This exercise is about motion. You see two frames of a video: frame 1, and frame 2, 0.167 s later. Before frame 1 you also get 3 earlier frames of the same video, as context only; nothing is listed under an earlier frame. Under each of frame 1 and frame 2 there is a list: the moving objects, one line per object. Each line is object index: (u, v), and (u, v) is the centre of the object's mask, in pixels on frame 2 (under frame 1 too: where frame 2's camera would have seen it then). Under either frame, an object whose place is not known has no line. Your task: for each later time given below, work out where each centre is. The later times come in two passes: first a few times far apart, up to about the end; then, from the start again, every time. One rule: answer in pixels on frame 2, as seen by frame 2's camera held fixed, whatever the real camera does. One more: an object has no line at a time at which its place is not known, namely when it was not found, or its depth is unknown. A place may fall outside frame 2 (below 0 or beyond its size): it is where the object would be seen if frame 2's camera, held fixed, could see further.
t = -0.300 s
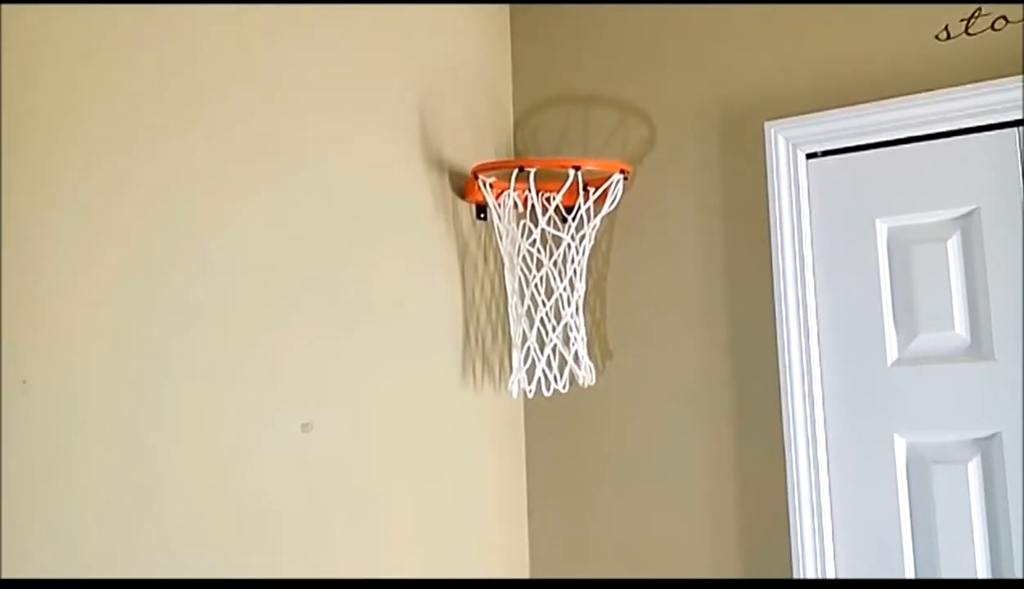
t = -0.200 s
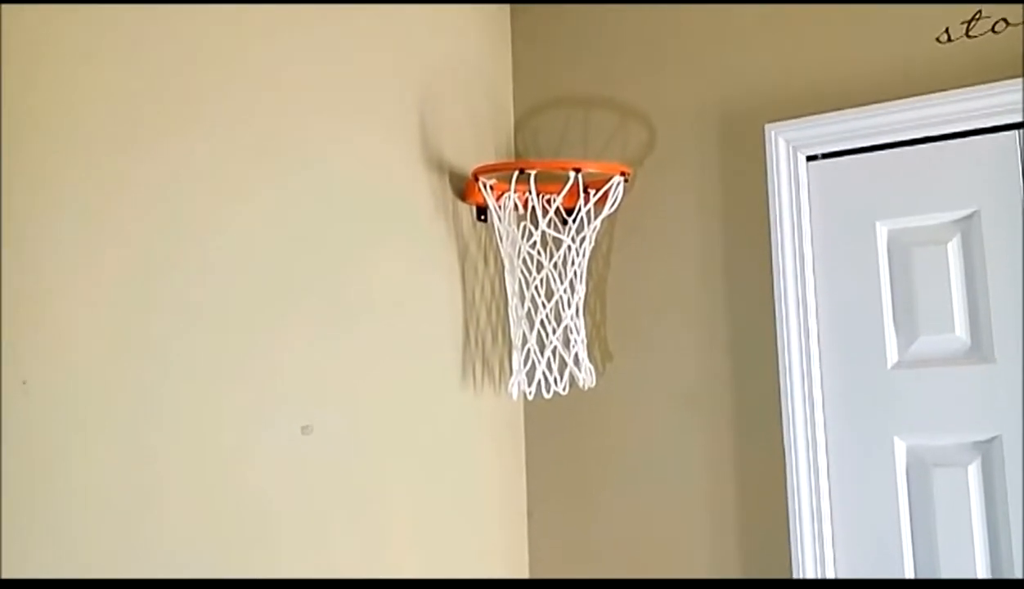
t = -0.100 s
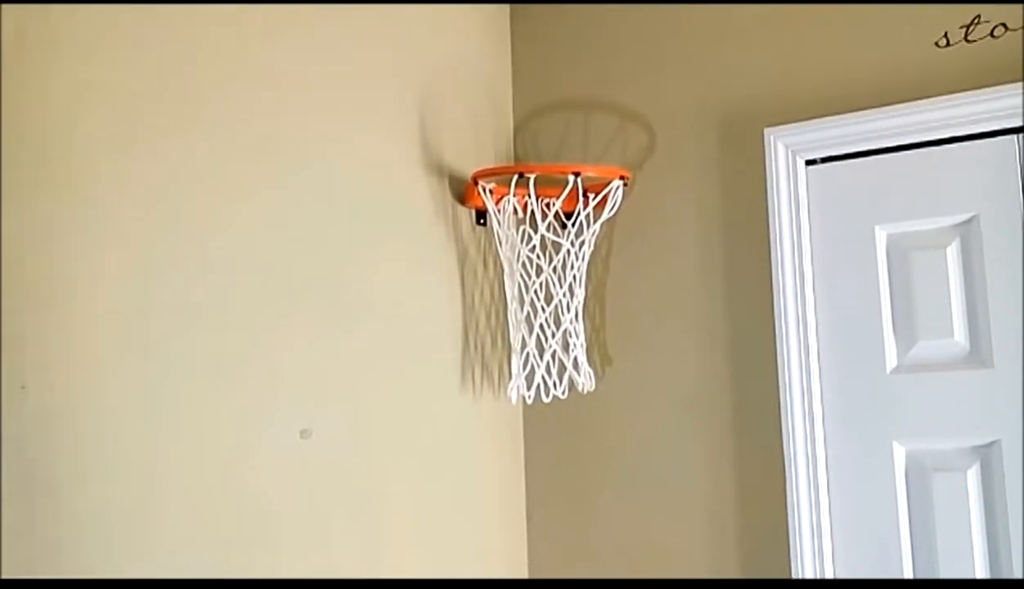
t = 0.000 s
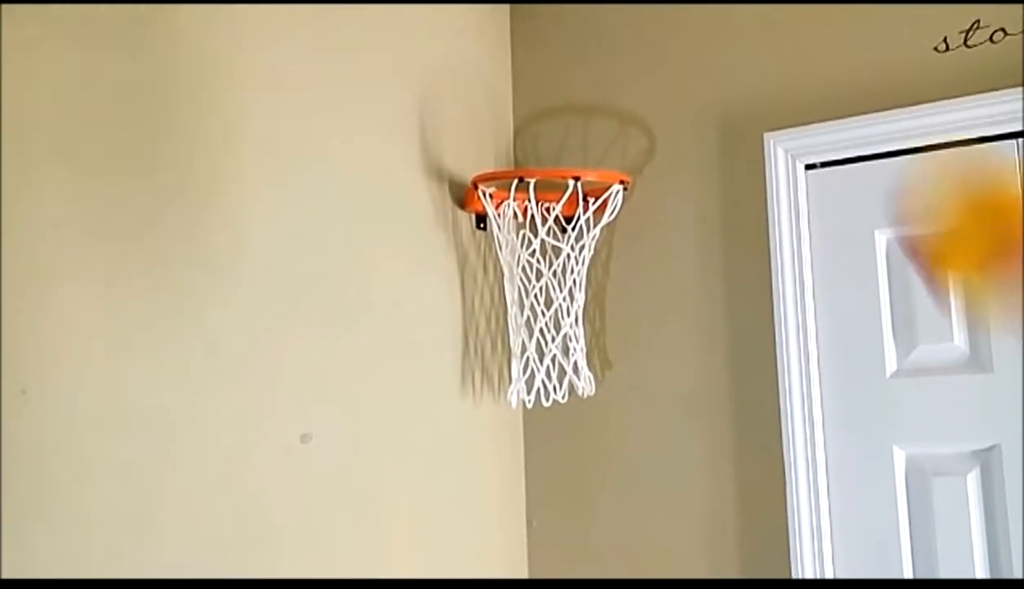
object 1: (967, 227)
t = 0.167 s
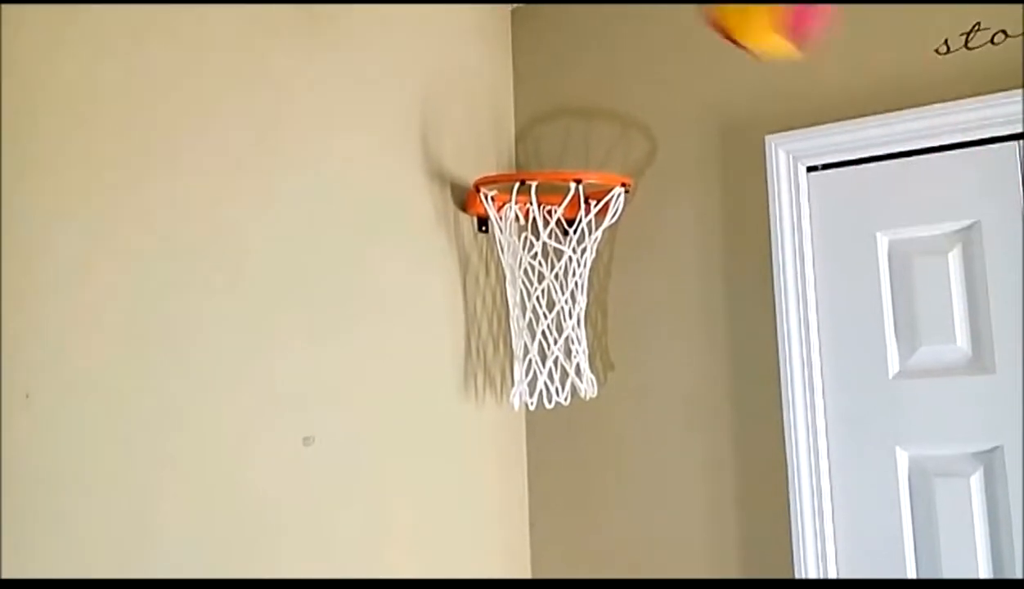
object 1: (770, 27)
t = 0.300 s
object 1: (653, 25)
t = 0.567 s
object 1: (562, 124)
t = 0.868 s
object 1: (573, 194)
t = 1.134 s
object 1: (523, 520)
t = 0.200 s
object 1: (738, 20)
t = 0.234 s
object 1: (708, 17)
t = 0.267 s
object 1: (681, 19)
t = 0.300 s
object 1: (653, 25)
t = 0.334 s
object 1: (631, 34)
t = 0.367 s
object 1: (610, 48)
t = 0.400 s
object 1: (591, 78)
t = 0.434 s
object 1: (574, 115)
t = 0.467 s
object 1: (562, 150)
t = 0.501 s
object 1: (558, 158)
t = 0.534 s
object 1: (559, 140)
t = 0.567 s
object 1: (562, 124)
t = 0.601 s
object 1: (566, 114)
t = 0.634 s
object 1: (570, 111)
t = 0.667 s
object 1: (574, 114)
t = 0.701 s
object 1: (580, 121)
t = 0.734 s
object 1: (583, 135)
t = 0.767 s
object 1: (587, 150)
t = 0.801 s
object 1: (584, 157)
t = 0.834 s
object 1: (576, 170)
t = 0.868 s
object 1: (573, 194)
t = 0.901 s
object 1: (558, 220)
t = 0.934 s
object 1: (547, 246)
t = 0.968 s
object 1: (541, 289)
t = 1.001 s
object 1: (532, 326)
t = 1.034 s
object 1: (529, 378)
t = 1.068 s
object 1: (525, 422)
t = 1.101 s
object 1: (521, 467)
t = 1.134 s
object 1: (523, 520)
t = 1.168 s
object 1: (533, 551)
